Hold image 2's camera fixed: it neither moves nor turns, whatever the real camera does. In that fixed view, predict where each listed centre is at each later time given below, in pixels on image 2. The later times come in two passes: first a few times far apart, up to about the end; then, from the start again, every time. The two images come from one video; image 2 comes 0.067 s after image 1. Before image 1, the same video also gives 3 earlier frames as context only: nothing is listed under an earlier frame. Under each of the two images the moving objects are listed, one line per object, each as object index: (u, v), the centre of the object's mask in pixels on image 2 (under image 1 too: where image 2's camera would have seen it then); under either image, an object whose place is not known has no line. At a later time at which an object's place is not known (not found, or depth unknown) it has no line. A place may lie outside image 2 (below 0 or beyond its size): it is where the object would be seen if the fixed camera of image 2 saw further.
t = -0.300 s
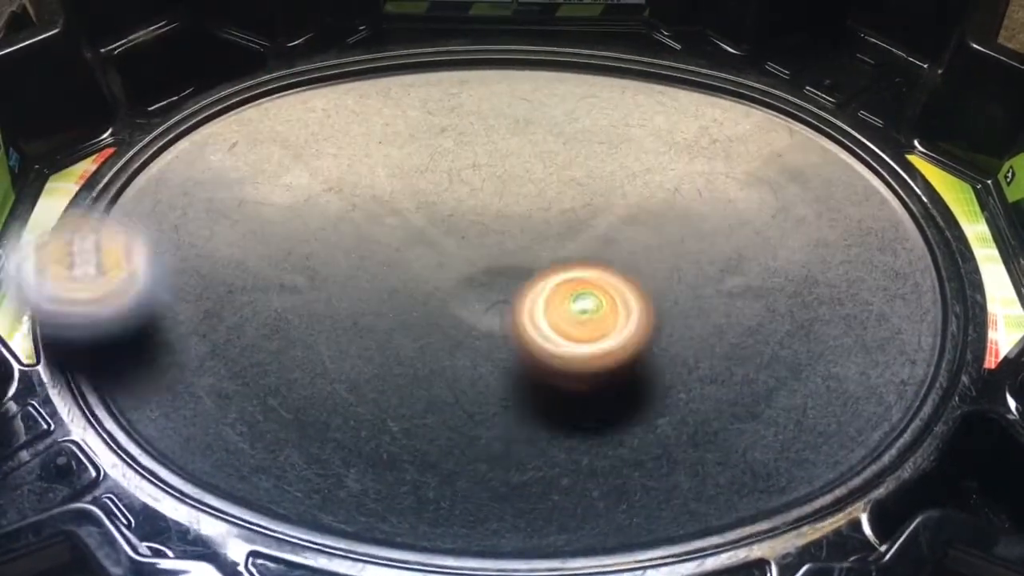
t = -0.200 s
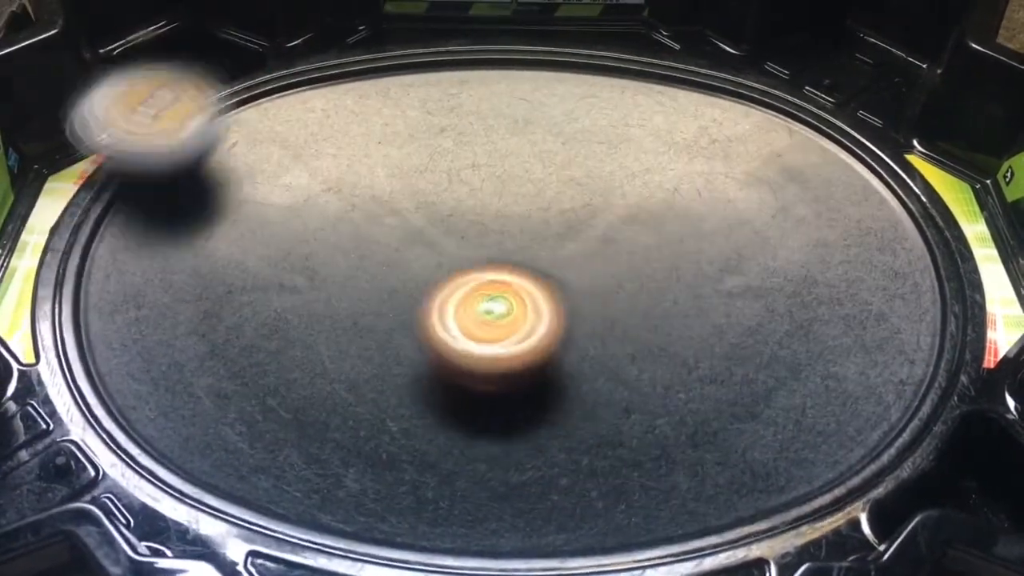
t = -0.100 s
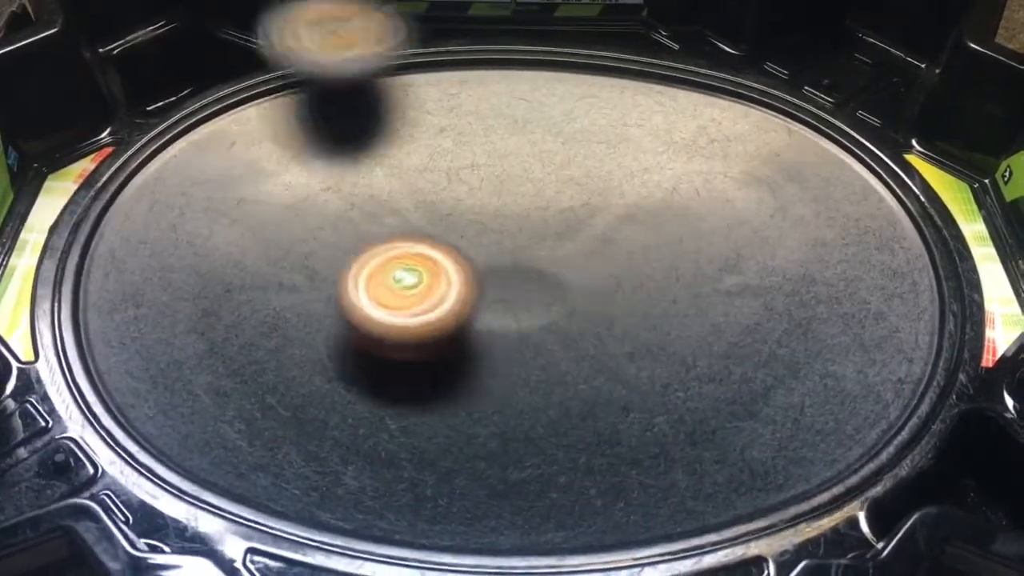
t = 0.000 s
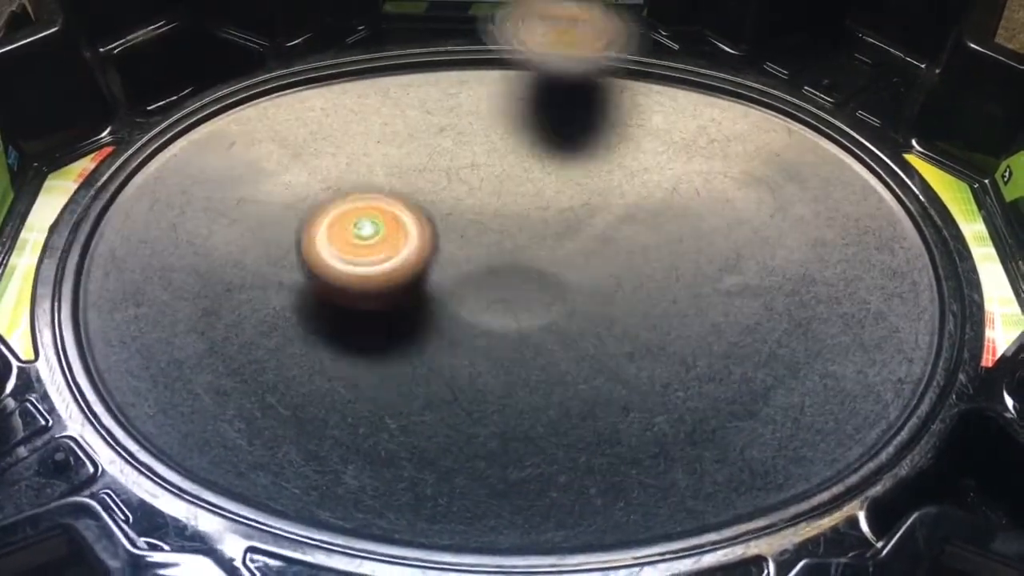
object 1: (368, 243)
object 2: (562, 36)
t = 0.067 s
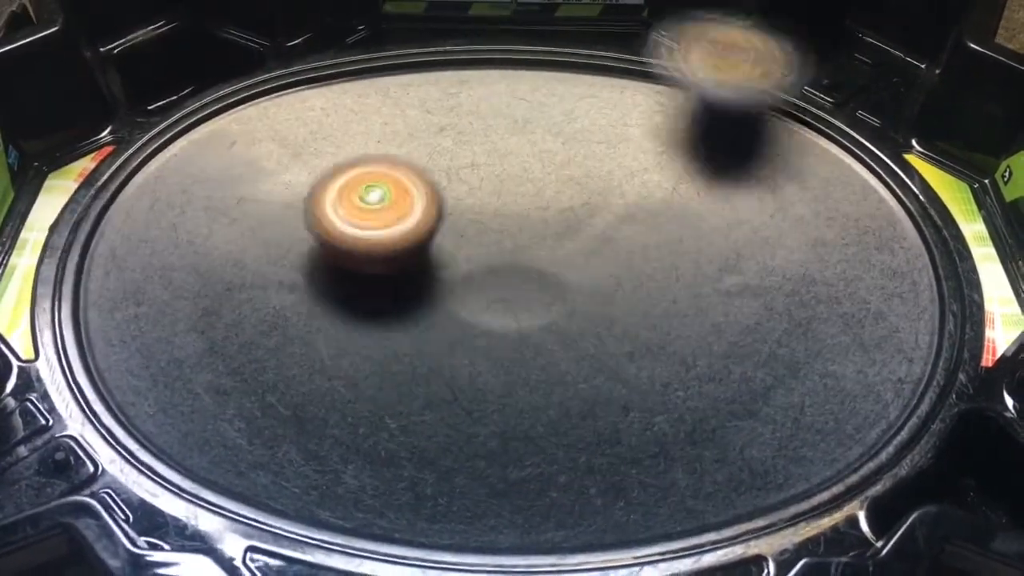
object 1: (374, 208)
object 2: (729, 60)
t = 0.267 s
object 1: (501, 186)
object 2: (875, 397)
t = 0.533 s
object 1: (567, 277)
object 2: (100, 326)
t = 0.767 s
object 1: (474, 290)
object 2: (385, 31)
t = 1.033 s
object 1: (454, 249)
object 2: (925, 291)
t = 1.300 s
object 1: (479, 240)
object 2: (188, 401)
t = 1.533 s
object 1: (531, 265)
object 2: (211, 66)
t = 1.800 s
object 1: (576, 248)
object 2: (814, 92)
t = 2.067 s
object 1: (573, 265)
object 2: (590, 487)
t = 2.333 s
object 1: (566, 242)
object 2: (84, 178)
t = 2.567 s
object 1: (556, 247)
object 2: (471, 38)
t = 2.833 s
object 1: (563, 233)
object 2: (925, 193)
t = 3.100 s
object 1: (568, 244)
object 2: (595, 493)
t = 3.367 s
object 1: (541, 226)
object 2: (75, 250)
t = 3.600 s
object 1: (529, 256)
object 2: (393, 40)
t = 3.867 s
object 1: (575, 239)
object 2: (848, 213)
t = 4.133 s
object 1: (538, 266)
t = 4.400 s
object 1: (561, 272)
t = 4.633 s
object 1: (552, 253)
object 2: (206, 97)
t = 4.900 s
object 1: (552, 272)
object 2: (652, 66)
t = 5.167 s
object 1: (574, 267)
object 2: (922, 309)
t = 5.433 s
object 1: (565, 246)
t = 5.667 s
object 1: (573, 255)
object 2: (257, 208)
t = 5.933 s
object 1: (565, 245)
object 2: (498, 33)
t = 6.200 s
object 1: (551, 234)
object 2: (855, 143)
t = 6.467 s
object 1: (557, 234)
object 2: (712, 420)
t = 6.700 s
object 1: (552, 236)
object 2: (292, 366)
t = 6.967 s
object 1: (562, 239)
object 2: (205, 107)
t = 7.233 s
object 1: (560, 245)
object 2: (531, 65)
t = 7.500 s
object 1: (570, 246)
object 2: (792, 297)
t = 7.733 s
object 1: (571, 252)
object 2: (583, 488)
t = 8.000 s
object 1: (572, 253)
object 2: (206, 352)
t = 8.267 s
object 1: (570, 254)
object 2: (358, 113)
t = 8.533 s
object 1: (568, 256)
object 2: (692, 96)
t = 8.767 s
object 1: (569, 257)
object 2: (905, 243)
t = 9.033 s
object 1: (568, 255)
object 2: (656, 441)
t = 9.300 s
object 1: (570, 253)
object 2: (289, 287)
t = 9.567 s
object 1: (573, 255)
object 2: (345, 66)
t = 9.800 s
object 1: (564, 253)
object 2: (585, 53)
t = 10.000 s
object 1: (565, 252)
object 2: (755, 216)
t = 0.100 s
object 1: (386, 195)
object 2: (814, 82)
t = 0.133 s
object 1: (402, 186)
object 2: (879, 119)
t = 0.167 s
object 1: (424, 180)
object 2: (928, 180)
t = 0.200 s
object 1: (450, 177)
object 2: (946, 259)
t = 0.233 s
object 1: (476, 179)
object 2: (926, 332)
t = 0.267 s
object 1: (501, 186)
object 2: (875, 397)
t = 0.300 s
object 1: (525, 197)
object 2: (779, 445)
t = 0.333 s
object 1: (546, 210)
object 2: (667, 476)
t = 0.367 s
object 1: (559, 224)
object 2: (548, 488)
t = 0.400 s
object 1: (568, 238)
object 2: (428, 483)
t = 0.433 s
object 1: (571, 251)
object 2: (312, 461)
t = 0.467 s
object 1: (570, 265)
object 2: (218, 427)
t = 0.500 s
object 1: (568, 274)
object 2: (147, 381)
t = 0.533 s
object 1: (567, 277)
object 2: (100, 326)
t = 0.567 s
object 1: (562, 282)
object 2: (77, 258)
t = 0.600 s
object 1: (555, 285)
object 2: (82, 193)
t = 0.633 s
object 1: (543, 288)
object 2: (117, 138)
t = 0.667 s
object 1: (526, 291)
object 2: (167, 92)
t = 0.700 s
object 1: (508, 292)
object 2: (230, 57)
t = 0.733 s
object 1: (492, 292)
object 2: (302, 39)
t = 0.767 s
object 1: (474, 290)
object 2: (385, 31)
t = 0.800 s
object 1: (459, 283)
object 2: (464, 28)
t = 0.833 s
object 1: (447, 277)
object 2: (553, 30)
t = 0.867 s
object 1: (440, 271)
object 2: (639, 36)
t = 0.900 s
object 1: (437, 263)
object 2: (731, 52)
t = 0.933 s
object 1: (436, 259)
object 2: (815, 84)
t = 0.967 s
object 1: (441, 255)
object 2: (878, 135)
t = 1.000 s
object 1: (447, 251)
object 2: (925, 203)
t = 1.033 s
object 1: (454, 249)
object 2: (925, 291)
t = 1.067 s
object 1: (462, 244)
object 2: (894, 366)
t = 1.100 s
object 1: (468, 241)
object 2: (817, 427)
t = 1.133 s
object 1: (473, 239)
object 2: (704, 466)
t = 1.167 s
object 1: (477, 236)
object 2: (588, 483)
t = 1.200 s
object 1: (480, 236)
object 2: (474, 482)
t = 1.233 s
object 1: (481, 234)
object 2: (366, 469)
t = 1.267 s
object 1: (481, 236)
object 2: (268, 439)
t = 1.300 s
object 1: (479, 240)
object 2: (188, 401)
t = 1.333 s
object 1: (481, 246)
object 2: (127, 357)
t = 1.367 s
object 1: (487, 252)
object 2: (78, 307)
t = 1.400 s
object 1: (498, 257)
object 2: (73, 249)
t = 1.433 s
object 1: (506, 257)
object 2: (88, 194)
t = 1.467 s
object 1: (514, 259)
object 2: (114, 146)
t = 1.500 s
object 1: (523, 261)
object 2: (156, 98)
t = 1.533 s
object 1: (531, 265)
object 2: (211, 66)
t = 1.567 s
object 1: (541, 264)
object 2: (275, 46)
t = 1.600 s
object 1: (548, 264)
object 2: (349, 37)
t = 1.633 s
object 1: (557, 262)
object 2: (425, 34)
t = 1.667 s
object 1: (564, 262)
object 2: (499, 31)
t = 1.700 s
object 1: (572, 259)
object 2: (579, 35)
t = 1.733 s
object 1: (578, 255)
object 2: (661, 43)
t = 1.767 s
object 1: (579, 251)
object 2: (738, 59)
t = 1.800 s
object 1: (576, 248)
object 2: (814, 92)
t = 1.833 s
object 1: (568, 248)
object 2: (872, 140)
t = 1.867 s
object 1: (561, 251)
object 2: (914, 198)
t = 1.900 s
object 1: (555, 255)
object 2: (929, 273)
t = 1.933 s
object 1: (553, 261)
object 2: (916, 345)
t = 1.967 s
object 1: (555, 263)
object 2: (870, 403)
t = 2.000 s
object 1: (558, 266)
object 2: (789, 451)
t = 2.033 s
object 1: (565, 266)
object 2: (694, 479)
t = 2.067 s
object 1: (573, 265)
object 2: (590, 487)
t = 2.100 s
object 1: (580, 265)
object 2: (481, 487)
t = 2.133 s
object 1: (584, 261)
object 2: (380, 468)
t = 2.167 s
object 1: (586, 259)
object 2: (288, 438)
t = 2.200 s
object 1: (587, 255)
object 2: (212, 395)
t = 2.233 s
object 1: (583, 250)
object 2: (150, 345)
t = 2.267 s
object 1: (578, 246)
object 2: (104, 295)
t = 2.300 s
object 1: (571, 243)
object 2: (66, 235)
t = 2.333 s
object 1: (566, 242)
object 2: (84, 178)
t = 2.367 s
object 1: (556, 243)
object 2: (120, 141)
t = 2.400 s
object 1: (547, 248)
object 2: (160, 102)
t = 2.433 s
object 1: (544, 250)
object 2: (213, 73)
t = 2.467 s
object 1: (545, 252)
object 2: (272, 53)
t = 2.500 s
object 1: (547, 251)
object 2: (338, 44)
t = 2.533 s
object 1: (551, 250)
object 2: (404, 40)
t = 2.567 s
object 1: (556, 247)
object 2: (471, 38)
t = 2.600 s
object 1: (563, 246)
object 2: (538, 36)
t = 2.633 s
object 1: (570, 242)
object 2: (603, 40)
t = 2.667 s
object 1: (574, 241)
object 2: (671, 52)
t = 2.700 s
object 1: (577, 237)
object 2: (737, 70)
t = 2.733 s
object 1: (577, 237)
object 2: (797, 95)
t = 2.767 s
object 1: (575, 235)
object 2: (850, 122)
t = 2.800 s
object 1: (570, 235)
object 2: (896, 154)
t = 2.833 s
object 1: (563, 233)
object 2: (925, 193)
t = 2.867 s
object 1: (556, 234)
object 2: (938, 247)
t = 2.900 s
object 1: (550, 238)
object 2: (929, 301)
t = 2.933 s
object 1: (545, 240)
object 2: (912, 350)
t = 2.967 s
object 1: (545, 242)
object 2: (880, 396)
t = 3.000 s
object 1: (548, 246)
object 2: (829, 437)
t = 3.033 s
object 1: (554, 249)
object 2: (763, 467)
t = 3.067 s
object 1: (562, 248)
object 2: (682, 487)
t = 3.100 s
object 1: (568, 244)
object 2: (595, 493)
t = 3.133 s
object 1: (571, 239)
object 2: (506, 491)
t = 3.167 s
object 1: (574, 233)
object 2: (412, 482)
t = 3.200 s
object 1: (572, 230)
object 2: (331, 462)
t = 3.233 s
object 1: (569, 225)
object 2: (249, 432)
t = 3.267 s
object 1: (564, 224)
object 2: (179, 397)
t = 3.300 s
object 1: (556, 223)
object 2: (114, 358)
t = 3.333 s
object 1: (549, 223)
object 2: (79, 304)
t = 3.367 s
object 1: (541, 226)
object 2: (75, 250)
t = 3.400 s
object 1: (532, 229)
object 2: (87, 196)
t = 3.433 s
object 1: (525, 233)
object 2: (118, 150)
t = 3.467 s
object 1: (521, 238)
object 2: (159, 110)
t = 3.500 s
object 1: (519, 243)
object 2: (209, 79)
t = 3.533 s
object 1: (520, 248)
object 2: (268, 57)
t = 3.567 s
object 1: (523, 252)
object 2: (328, 44)
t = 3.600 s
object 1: (529, 256)
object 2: (393, 40)
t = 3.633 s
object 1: (535, 257)
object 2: (457, 39)
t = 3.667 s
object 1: (542, 258)
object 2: (521, 48)
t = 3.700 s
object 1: (550, 258)
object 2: (584, 61)
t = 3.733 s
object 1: (558, 256)
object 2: (643, 81)
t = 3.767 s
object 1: (567, 253)
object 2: (701, 109)
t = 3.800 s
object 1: (574, 249)
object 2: (755, 143)
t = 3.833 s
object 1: (577, 245)
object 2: (803, 177)
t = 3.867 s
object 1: (575, 239)
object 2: (848, 213)
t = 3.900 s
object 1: (568, 238)
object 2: (883, 259)
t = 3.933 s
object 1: (560, 238)
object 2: (906, 301)
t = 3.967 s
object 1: (551, 242)
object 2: (915, 343)
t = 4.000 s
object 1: (546, 245)
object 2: (911, 389)
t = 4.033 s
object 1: (540, 252)
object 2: (871, 419)
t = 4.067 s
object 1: (538, 257)
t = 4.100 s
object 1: (536, 263)
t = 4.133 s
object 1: (538, 266)
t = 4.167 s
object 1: (541, 271)
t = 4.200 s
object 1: (544, 274)
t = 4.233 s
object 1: (547, 276)
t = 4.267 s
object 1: (551, 277)
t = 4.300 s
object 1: (554, 278)
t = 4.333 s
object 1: (557, 277)
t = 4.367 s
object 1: (560, 273)
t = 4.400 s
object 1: (561, 272)
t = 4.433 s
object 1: (562, 267)
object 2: (103, 325)
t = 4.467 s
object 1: (563, 264)
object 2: (88, 280)
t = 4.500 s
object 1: (562, 260)
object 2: (85, 237)
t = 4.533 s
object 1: (560, 257)
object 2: (105, 194)
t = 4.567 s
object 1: (557, 255)
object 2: (131, 157)
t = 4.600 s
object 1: (555, 253)
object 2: (164, 124)
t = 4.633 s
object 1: (552, 253)
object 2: (206, 97)
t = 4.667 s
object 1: (550, 252)
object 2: (255, 75)
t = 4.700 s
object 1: (547, 253)
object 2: (305, 58)
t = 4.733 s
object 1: (545, 255)
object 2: (358, 47)
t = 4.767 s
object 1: (545, 257)
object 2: (411, 42)
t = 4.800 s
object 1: (546, 261)
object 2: (470, 42)
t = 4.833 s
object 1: (547, 263)
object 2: (530, 47)
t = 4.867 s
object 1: (549, 267)
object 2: (589, 53)
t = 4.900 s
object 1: (552, 272)
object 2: (652, 66)
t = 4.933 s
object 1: (557, 275)
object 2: (712, 83)
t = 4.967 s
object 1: (560, 279)
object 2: (772, 101)
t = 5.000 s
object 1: (566, 279)
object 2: (827, 124)
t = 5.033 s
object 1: (570, 280)
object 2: (874, 150)
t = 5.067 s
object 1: (572, 278)
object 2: (920, 180)
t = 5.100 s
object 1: (573, 275)
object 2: (939, 221)
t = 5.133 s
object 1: (575, 270)
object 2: (932, 266)
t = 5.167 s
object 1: (574, 267)
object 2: (922, 309)
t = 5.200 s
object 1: (573, 263)
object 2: (912, 354)
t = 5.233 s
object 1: (572, 256)
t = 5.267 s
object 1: (570, 253)
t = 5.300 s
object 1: (568, 252)
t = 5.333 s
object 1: (567, 248)
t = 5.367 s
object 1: (566, 247)
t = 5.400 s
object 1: (566, 247)
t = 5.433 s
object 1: (565, 246)
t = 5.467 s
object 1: (565, 246)
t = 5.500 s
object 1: (565, 247)
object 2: (363, 406)
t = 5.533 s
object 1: (566, 248)
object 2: (317, 372)
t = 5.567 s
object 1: (567, 251)
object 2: (285, 334)
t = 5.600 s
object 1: (568, 253)
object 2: (262, 290)
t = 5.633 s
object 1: (571, 253)
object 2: (251, 252)
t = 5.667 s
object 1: (573, 255)
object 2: (257, 208)
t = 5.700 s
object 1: (575, 256)
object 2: (266, 172)
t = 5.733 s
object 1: (576, 254)
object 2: (286, 141)
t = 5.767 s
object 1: (575, 253)
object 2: (311, 111)
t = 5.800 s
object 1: (573, 251)
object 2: (339, 84)
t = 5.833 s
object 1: (572, 251)
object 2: (373, 61)
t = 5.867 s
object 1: (570, 248)
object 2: (412, 44)
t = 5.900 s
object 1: (568, 247)
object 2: (453, 35)
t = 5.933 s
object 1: (565, 245)
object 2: (498, 33)
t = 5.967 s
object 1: (565, 243)
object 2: (544, 36)
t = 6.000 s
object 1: (563, 241)
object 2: (591, 41)
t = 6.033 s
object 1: (562, 239)
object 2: (640, 51)
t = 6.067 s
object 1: (560, 237)
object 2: (689, 61)
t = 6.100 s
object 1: (557, 236)
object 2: (736, 73)
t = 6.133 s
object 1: (555, 234)
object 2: (784, 92)
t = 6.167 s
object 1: (553, 234)
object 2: (825, 116)
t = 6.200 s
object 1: (551, 234)
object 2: (855, 143)
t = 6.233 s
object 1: (550, 235)
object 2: (880, 176)
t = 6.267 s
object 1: (550, 236)
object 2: (891, 217)
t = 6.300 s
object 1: (550, 238)
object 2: (893, 257)
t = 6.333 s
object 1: (551, 238)
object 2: (883, 295)
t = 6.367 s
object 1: (553, 236)
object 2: (858, 332)
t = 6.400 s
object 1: (554, 237)
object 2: (819, 368)
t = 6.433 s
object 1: (556, 235)
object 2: (772, 397)
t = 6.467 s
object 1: (557, 234)
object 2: (712, 420)
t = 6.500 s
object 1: (557, 234)
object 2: (652, 436)
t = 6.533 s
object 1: (556, 233)
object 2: (586, 442)
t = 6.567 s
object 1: (556, 233)
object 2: (518, 440)
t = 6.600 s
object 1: (555, 233)
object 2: (456, 429)
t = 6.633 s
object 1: (554, 234)
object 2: (394, 414)
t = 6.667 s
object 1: (552, 237)
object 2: (341, 393)
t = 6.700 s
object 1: (552, 236)
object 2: (292, 366)
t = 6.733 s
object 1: (552, 239)
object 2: (253, 338)
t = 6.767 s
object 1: (554, 238)
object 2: (219, 304)
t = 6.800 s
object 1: (554, 240)
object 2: (197, 271)
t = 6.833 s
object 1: (556, 239)
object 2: (179, 237)
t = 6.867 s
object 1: (559, 240)
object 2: (178, 201)
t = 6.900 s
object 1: (560, 240)
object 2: (179, 169)
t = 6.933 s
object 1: (563, 238)
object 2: (187, 135)
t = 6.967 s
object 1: (562, 239)
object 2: (205, 107)
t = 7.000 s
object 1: (562, 238)
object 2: (226, 81)
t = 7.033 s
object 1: (561, 237)
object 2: (258, 58)
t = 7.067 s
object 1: (560, 238)
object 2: (295, 47)
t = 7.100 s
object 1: (558, 241)
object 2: (340, 46)
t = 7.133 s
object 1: (558, 242)
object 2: (384, 46)
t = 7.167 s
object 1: (558, 243)
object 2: (433, 48)
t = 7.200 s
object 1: (559, 244)
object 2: (483, 55)
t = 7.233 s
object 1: (560, 245)
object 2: (531, 65)
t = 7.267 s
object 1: (562, 246)
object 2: (580, 81)
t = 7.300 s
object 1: (563, 246)
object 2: (628, 105)
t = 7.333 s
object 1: (565, 247)
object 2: (668, 131)
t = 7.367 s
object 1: (567, 247)
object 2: (704, 163)
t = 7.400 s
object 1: (569, 245)
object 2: (739, 192)
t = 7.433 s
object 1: (569, 247)
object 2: (765, 225)
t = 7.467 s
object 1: (569, 247)
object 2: (784, 264)
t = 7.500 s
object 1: (570, 246)
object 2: (792, 297)
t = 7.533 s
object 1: (569, 246)
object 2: (789, 337)
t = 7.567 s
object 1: (569, 247)
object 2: (777, 371)
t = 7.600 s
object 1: (569, 250)
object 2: (753, 405)
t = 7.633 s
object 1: (569, 250)
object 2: (721, 435)
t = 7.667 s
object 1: (569, 251)
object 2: (684, 458)
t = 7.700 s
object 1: (570, 252)
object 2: (638, 476)
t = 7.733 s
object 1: (571, 252)
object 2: (583, 488)
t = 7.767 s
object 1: (570, 252)
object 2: (529, 493)
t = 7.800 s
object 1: (571, 251)
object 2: (470, 490)
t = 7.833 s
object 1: (571, 252)
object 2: (416, 481)
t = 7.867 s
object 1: (571, 252)
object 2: (363, 467)
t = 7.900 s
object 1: (571, 253)
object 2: (310, 446)
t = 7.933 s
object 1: (572, 253)
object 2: (267, 421)
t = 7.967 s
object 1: (572, 253)
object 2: (230, 388)
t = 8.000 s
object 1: (572, 253)
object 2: (206, 352)
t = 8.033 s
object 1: (571, 253)
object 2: (194, 314)
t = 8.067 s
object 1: (571, 253)
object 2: (194, 277)
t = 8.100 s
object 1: (571, 253)
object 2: (202, 242)
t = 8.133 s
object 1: (570, 254)
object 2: (223, 209)
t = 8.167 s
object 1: (569, 256)
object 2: (249, 177)
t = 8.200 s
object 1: (569, 256)
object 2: (285, 151)
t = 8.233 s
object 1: (570, 254)
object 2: (319, 130)
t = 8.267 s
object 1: (570, 254)
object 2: (358, 113)
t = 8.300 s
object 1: (570, 254)
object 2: (398, 100)
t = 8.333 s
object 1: (568, 256)
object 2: (437, 90)
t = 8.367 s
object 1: (568, 256)
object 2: (479, 85)
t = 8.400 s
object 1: (569, 257)
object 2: (521, 82)
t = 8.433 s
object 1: (569, 256)
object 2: (565, 82)
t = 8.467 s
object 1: (568, 257)
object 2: (606, 84)
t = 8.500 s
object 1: (568, 256)
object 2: (651, 89)
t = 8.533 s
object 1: (568, 256)
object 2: (692, 96)
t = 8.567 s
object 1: (568, 256)
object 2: (733, 107)
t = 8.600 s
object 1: (568, 255)
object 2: (770, 121)
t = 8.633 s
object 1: (568, 256)
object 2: (808, 136)
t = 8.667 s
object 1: (567, 256)
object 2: (841, 159)
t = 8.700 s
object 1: (567, 256)
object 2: (870, 183)
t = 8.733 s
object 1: (568, 257)
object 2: (891, 212)
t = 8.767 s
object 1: (569, 257)
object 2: (905, 243)
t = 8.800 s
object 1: (571, 256)
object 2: (909, 275)
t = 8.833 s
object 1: (572, 256)
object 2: (904, 312)
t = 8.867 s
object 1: (572, 255)
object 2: (890, 342)
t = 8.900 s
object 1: (572, 254)
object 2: (862, 374)
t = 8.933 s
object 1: (571, 254)
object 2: (822, 402)
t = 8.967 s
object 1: (570, 254)
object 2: (771, 422)
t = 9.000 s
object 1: (568, 254)
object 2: (718, 437)
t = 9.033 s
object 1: (568, 255)
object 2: (656, 441)
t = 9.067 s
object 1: (568, 256)
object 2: (597, 441)
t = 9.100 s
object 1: (569, 257)
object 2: (538, 433)
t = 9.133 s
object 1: (571, 257)
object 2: (480, 416)
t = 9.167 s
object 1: (573, 257)
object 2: (431, 398)
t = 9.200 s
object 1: (573, 256)
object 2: (385, 374)
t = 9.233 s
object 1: (572, 255)
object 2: (347, 348)
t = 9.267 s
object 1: (570, 255)
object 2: (314, 320)
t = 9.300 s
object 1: (570, 253)
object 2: (289, 287)
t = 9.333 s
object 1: (568, 255)
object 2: (272, 255)
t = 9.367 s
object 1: (568, 254)
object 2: (265, 223)
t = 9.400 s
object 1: (568, 255)
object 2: (265, 189)
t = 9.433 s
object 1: (568, 257)
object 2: (271, 162)
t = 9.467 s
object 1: (570, 258)
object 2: (286, 136)
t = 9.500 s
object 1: (571, 258)
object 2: (300, 107)
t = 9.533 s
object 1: (572, 256)
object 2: (320, 87)
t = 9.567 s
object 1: (573, 255)
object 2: (345, 66)
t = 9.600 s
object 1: (572, 254)
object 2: (373, 52)
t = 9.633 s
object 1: (570, 253)
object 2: (404, 42)
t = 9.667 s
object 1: (568, 253)
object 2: (436, 38)
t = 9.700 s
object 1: (566, 253)
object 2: (472, 37)
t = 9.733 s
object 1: (565, 253)
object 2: (510, 39)
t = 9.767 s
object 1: (565, 253)
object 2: (548, 43)
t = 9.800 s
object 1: (564, 253)
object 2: (585, 53)
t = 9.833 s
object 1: (564, 253)
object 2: (624, 70)
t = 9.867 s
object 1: (565, 253)
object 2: (655, 92)
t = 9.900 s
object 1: (565, 253)
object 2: (689, 120)
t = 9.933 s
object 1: (566, 252)
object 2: (717, 150)
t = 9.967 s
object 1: (566, 252)
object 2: (738, 183)
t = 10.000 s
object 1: (565, 252)
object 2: (755, 216)
